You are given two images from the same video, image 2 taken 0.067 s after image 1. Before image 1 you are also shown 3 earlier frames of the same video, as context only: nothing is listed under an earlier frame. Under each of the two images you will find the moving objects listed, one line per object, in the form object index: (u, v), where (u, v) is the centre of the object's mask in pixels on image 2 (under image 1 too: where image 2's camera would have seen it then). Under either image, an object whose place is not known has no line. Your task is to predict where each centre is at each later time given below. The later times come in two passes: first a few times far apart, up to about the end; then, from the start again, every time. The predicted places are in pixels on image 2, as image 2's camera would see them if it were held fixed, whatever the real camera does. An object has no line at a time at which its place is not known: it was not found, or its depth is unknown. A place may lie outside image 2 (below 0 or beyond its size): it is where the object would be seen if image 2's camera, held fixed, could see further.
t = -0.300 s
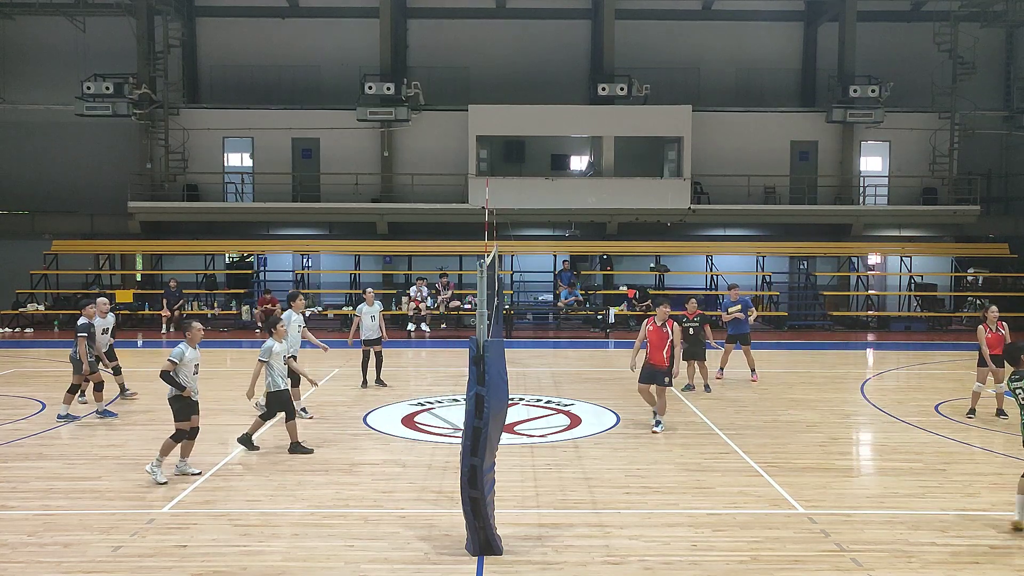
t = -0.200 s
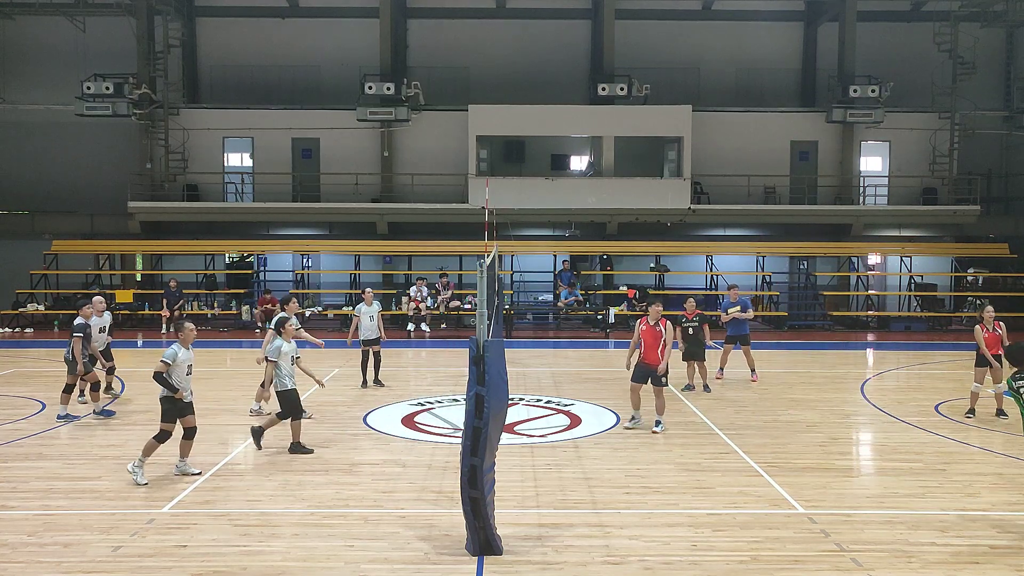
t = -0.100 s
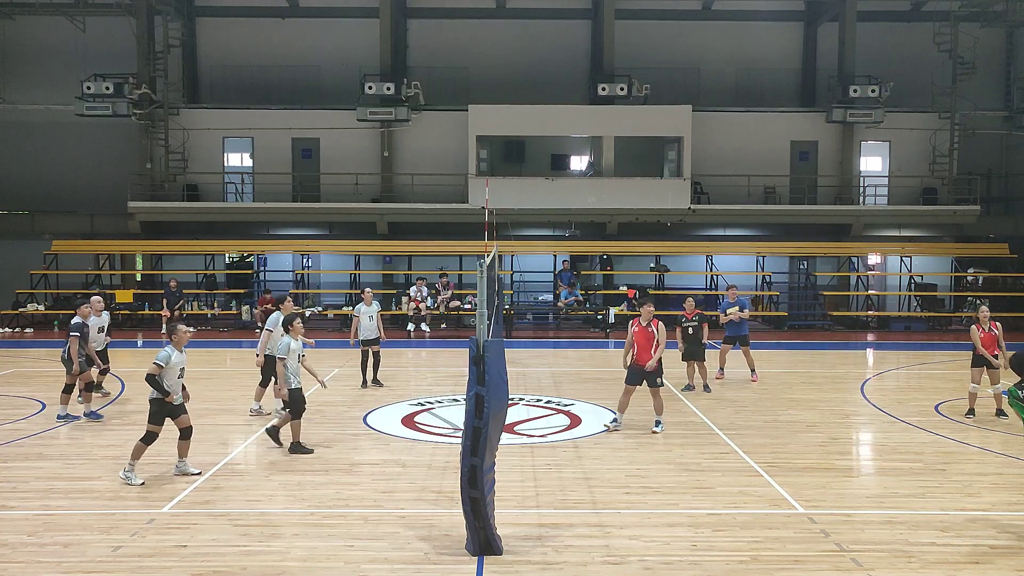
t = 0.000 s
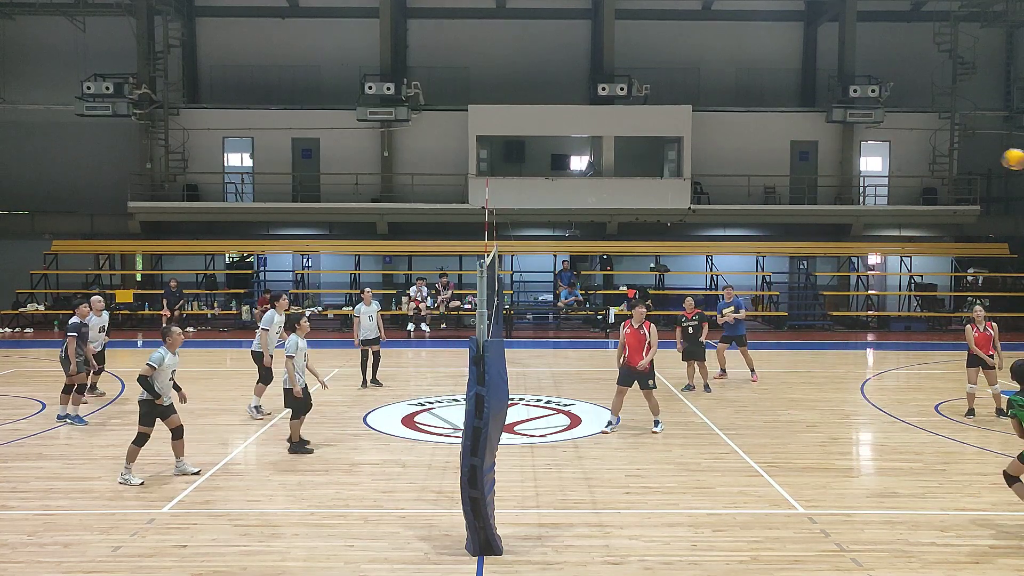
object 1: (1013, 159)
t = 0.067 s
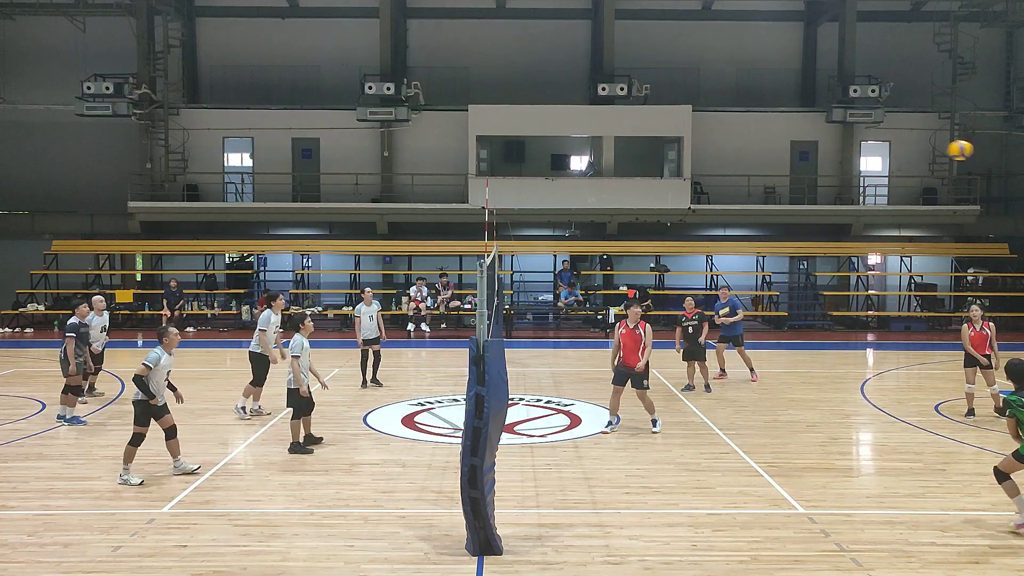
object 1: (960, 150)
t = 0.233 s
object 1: (841, 149)
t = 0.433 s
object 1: (724, 177)
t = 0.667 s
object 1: (616, 240)
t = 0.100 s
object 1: (934, 148)
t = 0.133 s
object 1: (909, 147)
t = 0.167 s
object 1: (886, 146)
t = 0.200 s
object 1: (861, 146)
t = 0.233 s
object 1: (841, 149)
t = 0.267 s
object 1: (819, 152)
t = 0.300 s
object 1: (799, 155)
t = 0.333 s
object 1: (779, 159)
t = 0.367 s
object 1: (761, 165)
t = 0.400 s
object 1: (742, 171)
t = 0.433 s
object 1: (724, 177)
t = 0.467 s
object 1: (707, 185)
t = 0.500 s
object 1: (691, 193)
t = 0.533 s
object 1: (674, 201)
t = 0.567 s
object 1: (659, 211)
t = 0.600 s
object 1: (644, 221)
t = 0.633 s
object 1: (630, 231)
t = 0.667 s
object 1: (616, 240)
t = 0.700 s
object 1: (602, 253)
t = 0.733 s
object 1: (589, 265)
